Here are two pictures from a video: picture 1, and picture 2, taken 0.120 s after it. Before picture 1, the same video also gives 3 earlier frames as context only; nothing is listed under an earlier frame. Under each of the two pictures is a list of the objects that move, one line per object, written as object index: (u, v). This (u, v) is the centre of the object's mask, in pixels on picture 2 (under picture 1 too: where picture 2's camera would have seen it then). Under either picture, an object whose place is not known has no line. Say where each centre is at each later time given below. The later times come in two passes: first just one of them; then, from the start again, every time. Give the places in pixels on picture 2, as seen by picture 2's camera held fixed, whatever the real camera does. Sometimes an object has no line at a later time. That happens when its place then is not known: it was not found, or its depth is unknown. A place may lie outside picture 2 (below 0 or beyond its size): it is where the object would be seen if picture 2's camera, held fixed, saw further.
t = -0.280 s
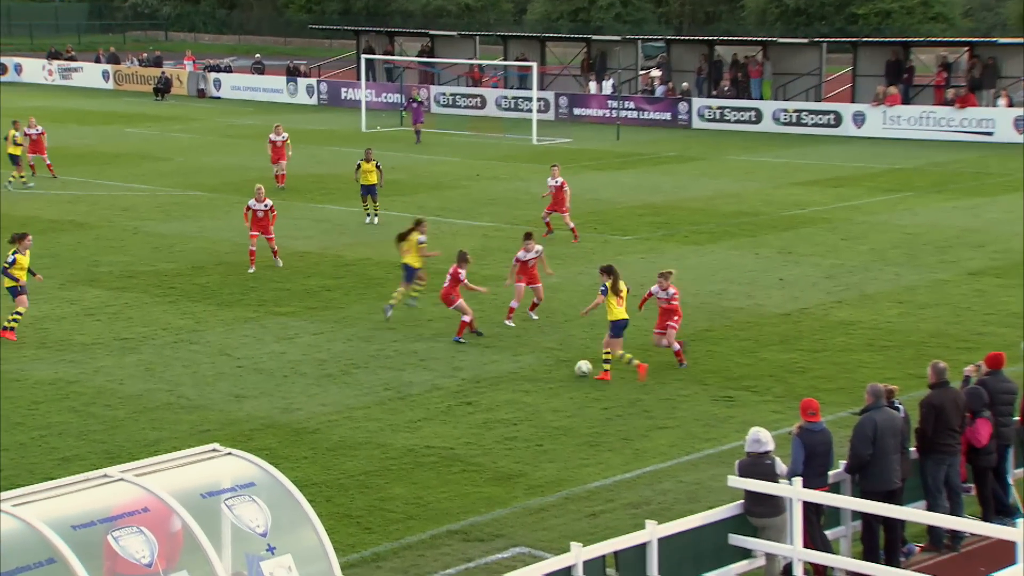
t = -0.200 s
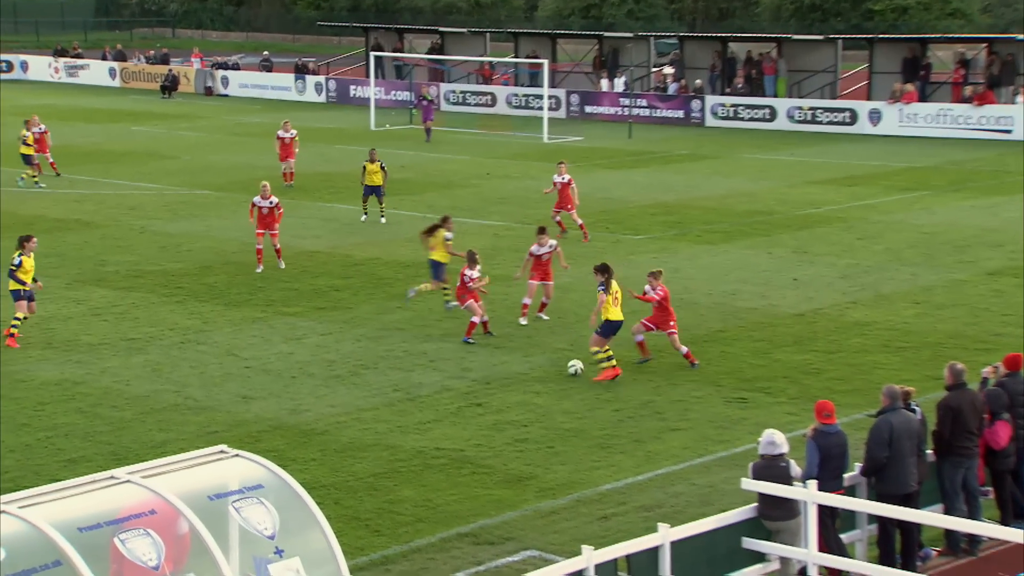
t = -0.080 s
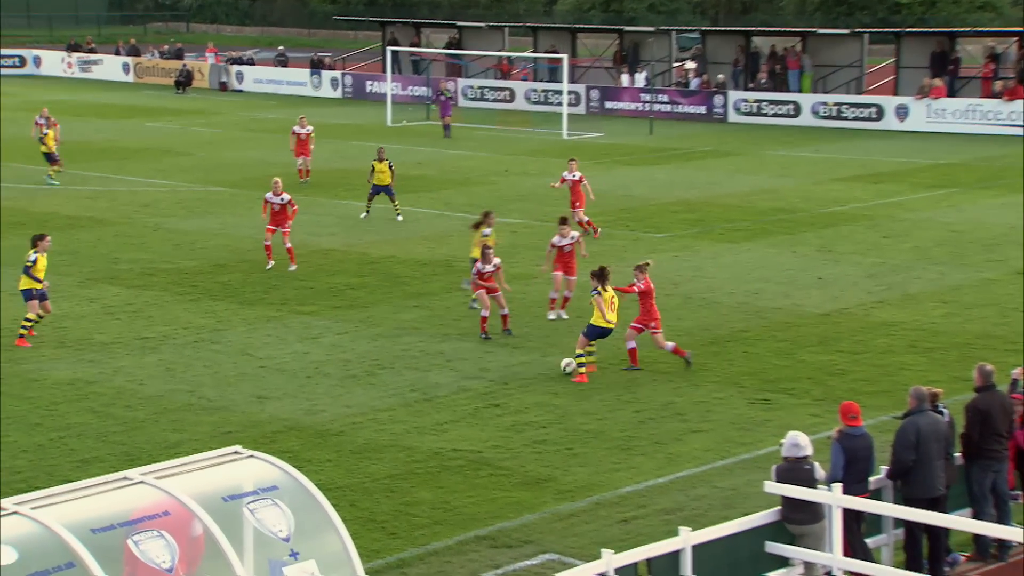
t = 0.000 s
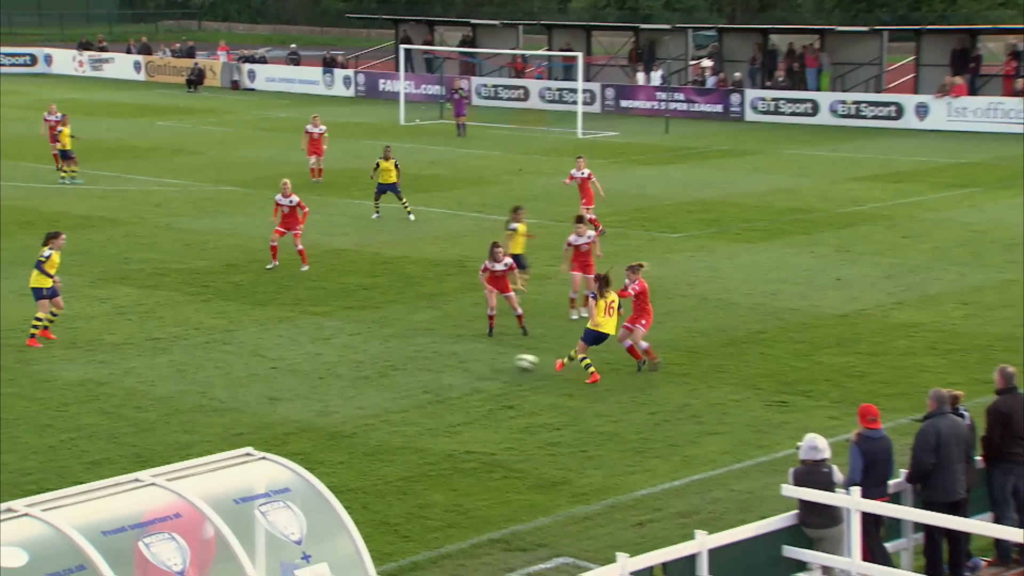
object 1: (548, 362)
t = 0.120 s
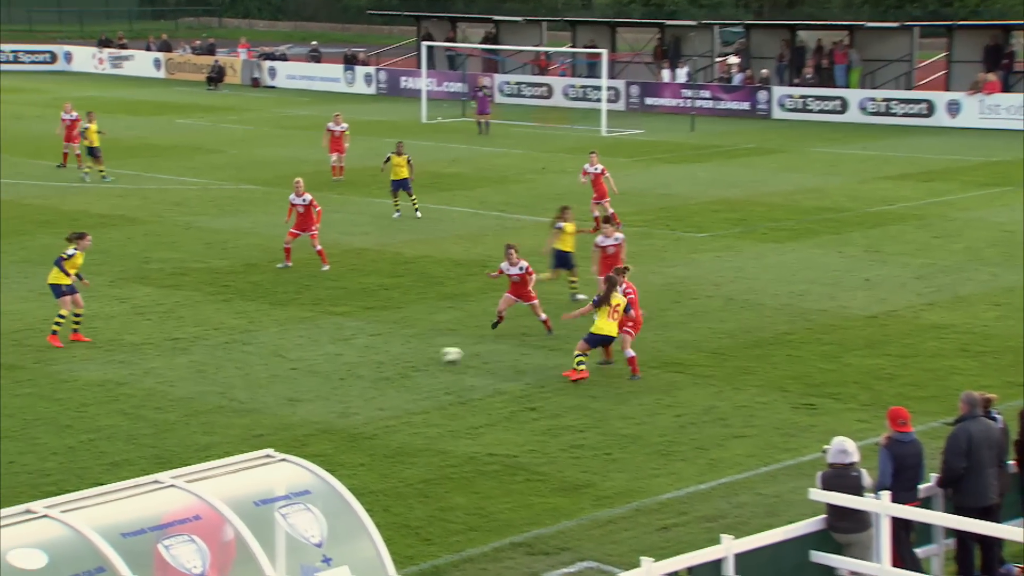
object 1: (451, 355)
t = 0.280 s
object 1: (344, 346)
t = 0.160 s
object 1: (420, 354)
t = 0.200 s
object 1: (395, 350)
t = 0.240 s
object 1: (369, 347)
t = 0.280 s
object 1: (344, 346)
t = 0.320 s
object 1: (320, 346)
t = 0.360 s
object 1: (297, 345)
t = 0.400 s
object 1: (278, 341)
